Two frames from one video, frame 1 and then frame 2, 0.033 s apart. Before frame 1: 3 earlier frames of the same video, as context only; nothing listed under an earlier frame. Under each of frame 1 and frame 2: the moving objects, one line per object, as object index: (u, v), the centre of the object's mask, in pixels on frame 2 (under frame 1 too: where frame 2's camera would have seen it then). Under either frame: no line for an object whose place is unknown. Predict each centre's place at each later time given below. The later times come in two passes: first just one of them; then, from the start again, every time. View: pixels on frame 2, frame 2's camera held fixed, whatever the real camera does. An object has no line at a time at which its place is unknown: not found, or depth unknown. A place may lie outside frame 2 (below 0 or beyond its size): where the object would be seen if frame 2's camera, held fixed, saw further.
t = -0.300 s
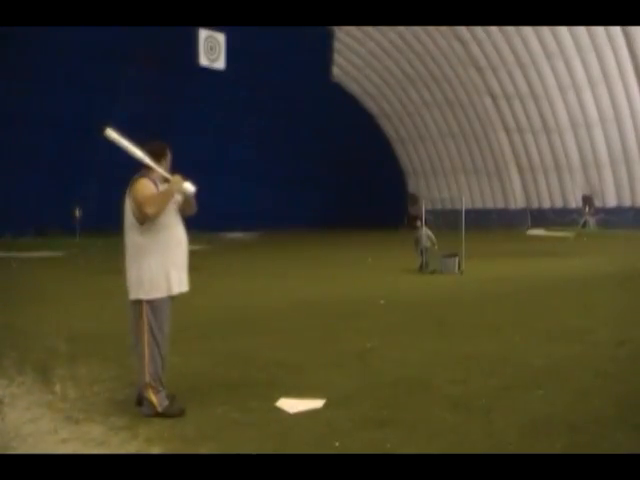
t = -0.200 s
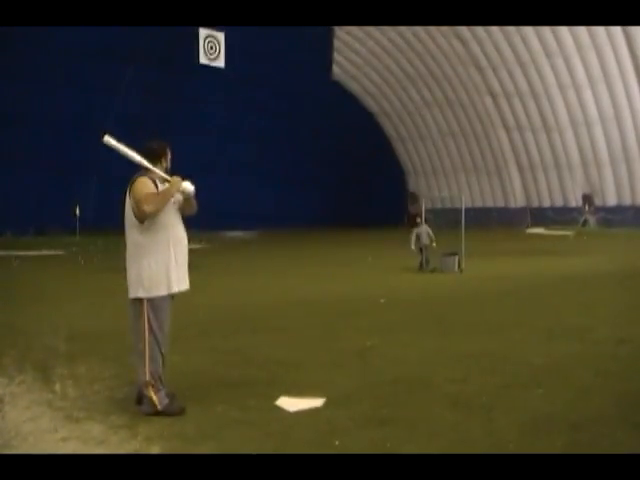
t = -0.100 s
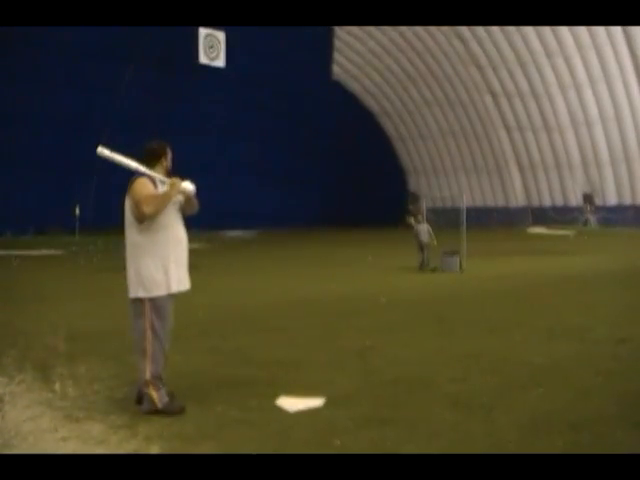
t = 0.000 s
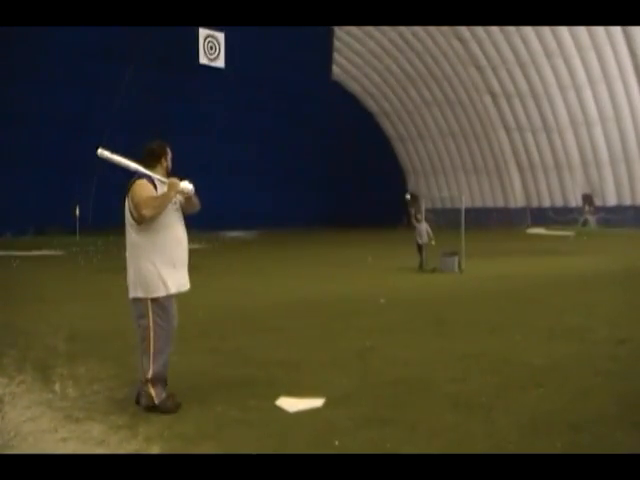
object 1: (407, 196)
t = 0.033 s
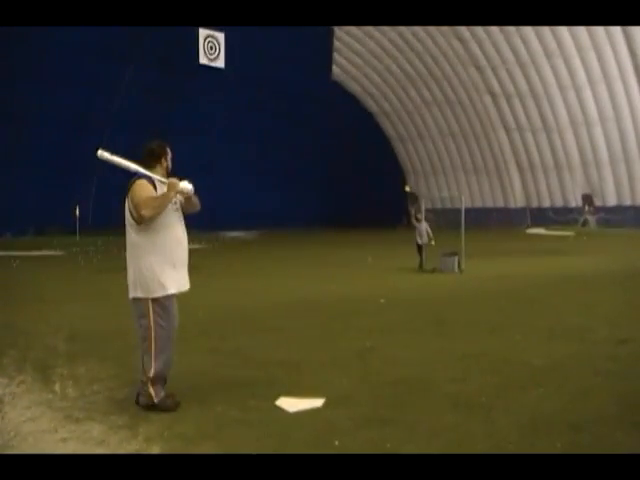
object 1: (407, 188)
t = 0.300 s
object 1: (398, 135)
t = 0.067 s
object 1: (406, 180)
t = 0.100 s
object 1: (405, 174)
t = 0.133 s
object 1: (404, 167)
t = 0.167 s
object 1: (403, 160)
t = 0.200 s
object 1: (402, 152)
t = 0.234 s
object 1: (401, 147)
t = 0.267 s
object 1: (400, 140)
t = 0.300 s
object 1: (398, 135)
